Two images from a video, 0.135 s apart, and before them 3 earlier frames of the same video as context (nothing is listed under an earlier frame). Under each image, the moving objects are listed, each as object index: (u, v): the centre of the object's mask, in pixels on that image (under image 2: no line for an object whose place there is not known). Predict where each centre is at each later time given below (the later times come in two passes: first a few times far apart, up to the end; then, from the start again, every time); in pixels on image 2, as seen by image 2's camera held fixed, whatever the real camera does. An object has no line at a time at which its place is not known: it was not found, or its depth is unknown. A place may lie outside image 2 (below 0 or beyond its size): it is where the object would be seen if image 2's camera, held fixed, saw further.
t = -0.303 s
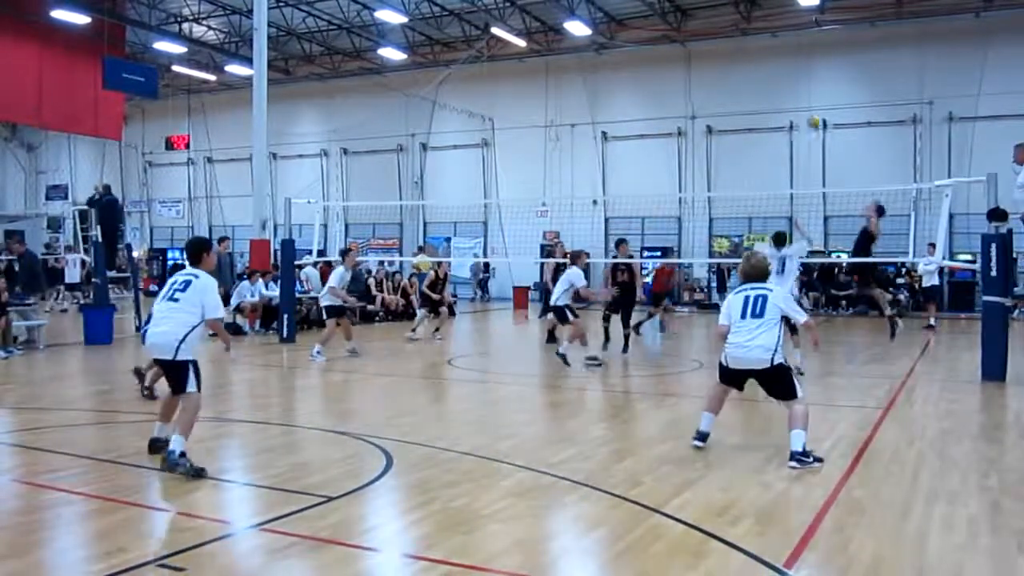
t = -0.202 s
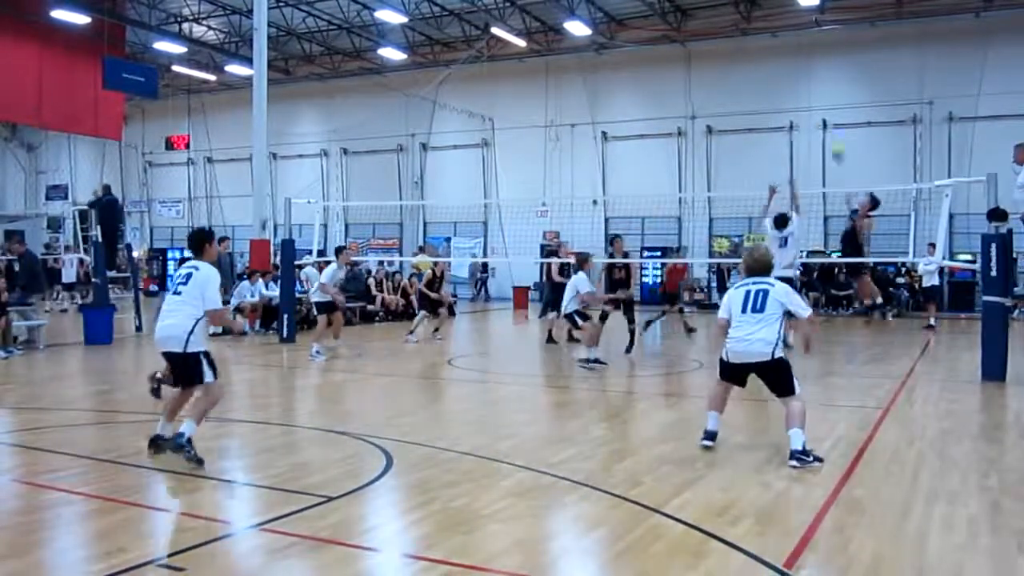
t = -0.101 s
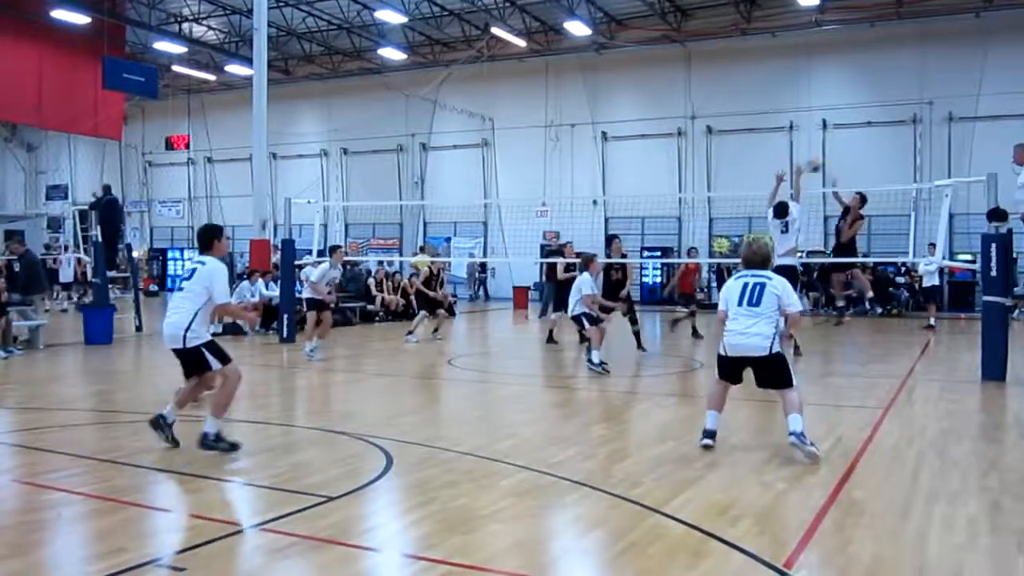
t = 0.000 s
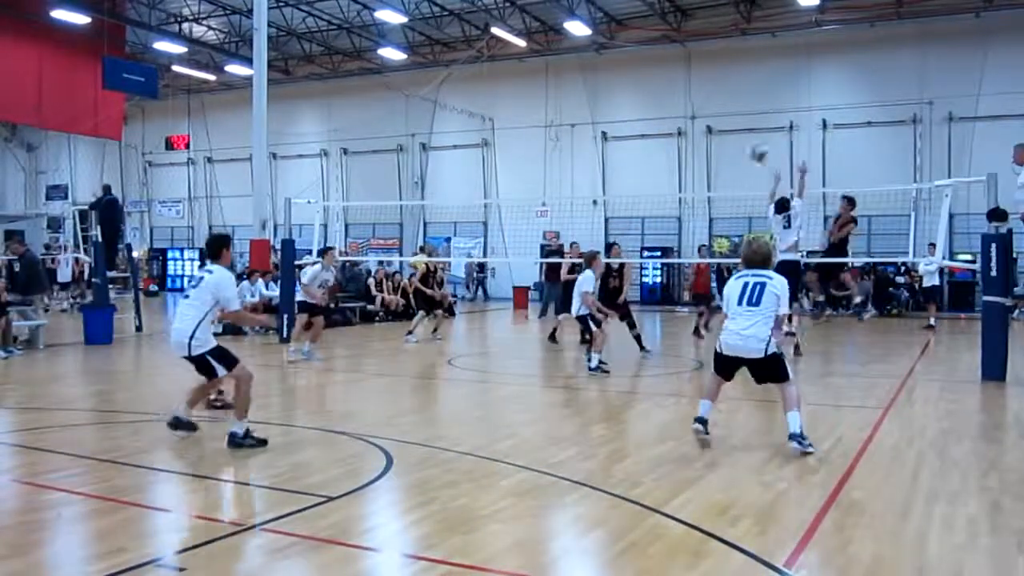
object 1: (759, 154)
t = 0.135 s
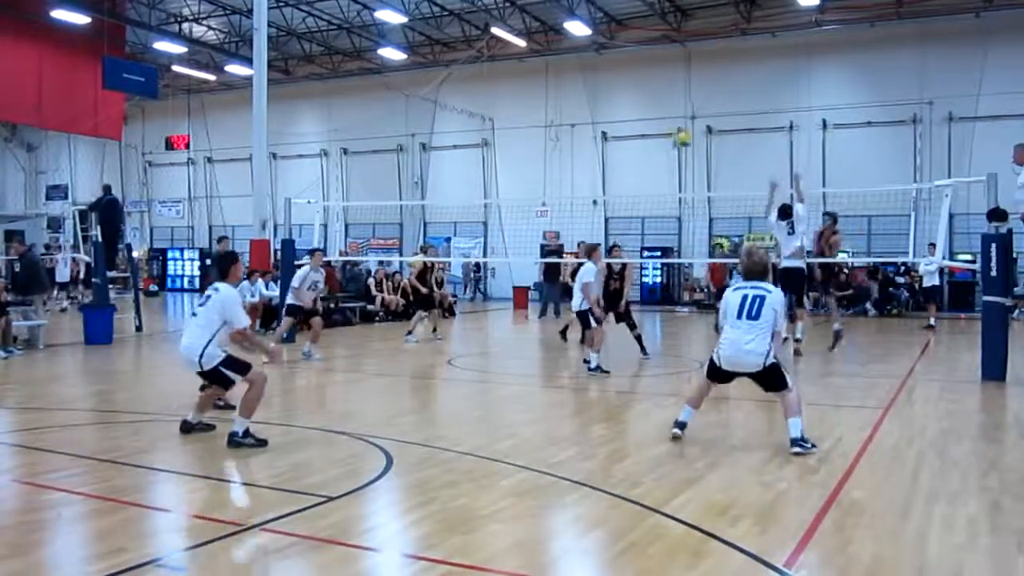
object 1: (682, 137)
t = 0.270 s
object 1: (593, 146)
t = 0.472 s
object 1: (439, 193)
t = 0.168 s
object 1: (661, 139)
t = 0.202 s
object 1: (637, 141)
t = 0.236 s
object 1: (619, 142)
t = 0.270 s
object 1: (593, 146)
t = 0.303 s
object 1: (570, 148)
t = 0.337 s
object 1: (547, 155)
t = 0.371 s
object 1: (522, 162)
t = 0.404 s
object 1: (496, 171)
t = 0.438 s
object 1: (467, 181)
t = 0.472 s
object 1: (439, 193)
